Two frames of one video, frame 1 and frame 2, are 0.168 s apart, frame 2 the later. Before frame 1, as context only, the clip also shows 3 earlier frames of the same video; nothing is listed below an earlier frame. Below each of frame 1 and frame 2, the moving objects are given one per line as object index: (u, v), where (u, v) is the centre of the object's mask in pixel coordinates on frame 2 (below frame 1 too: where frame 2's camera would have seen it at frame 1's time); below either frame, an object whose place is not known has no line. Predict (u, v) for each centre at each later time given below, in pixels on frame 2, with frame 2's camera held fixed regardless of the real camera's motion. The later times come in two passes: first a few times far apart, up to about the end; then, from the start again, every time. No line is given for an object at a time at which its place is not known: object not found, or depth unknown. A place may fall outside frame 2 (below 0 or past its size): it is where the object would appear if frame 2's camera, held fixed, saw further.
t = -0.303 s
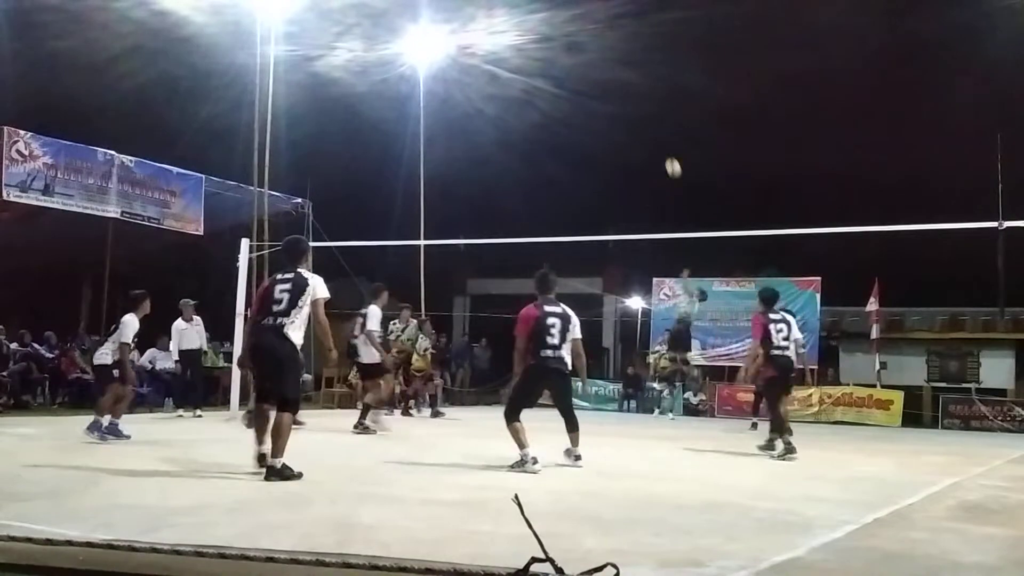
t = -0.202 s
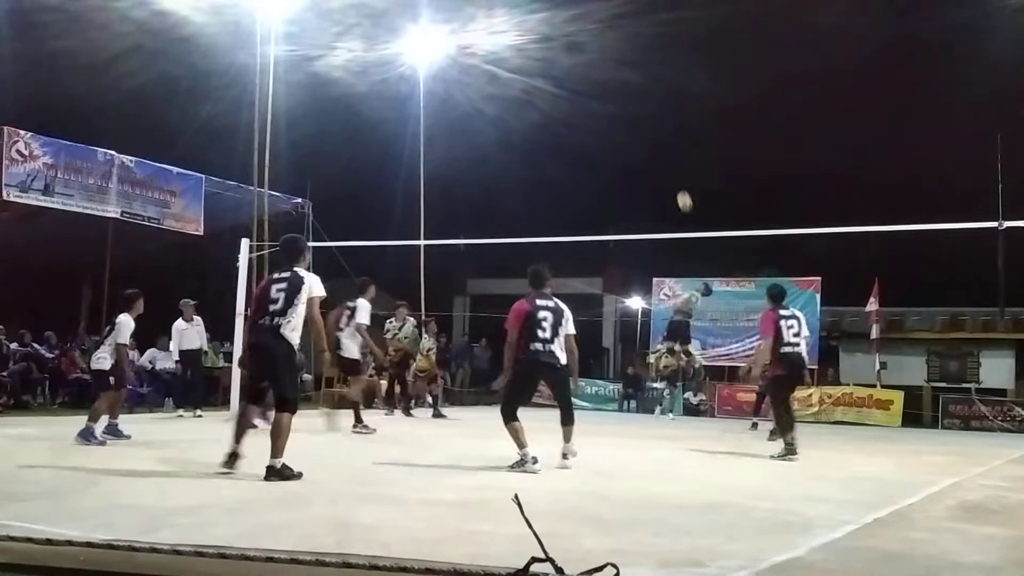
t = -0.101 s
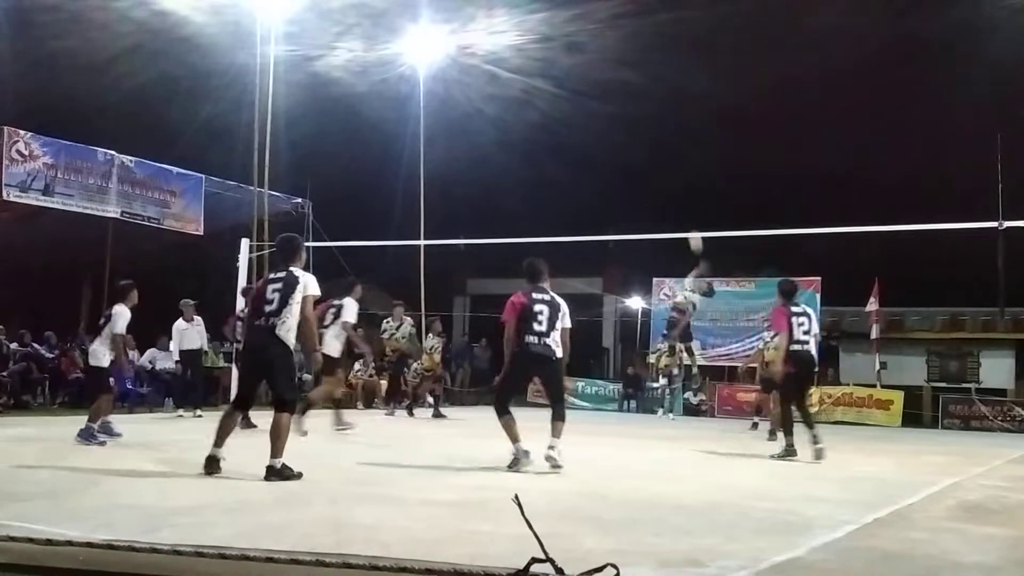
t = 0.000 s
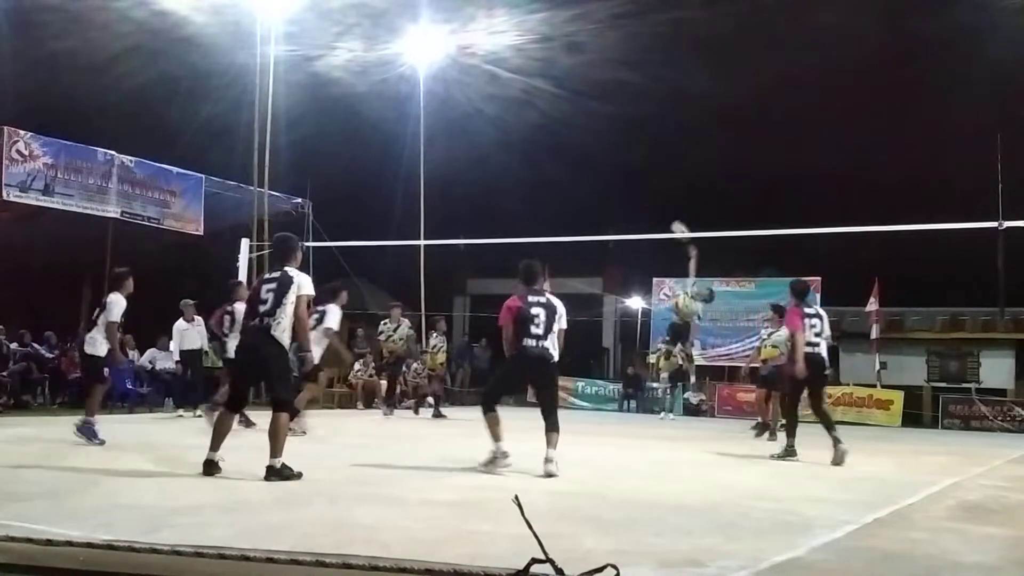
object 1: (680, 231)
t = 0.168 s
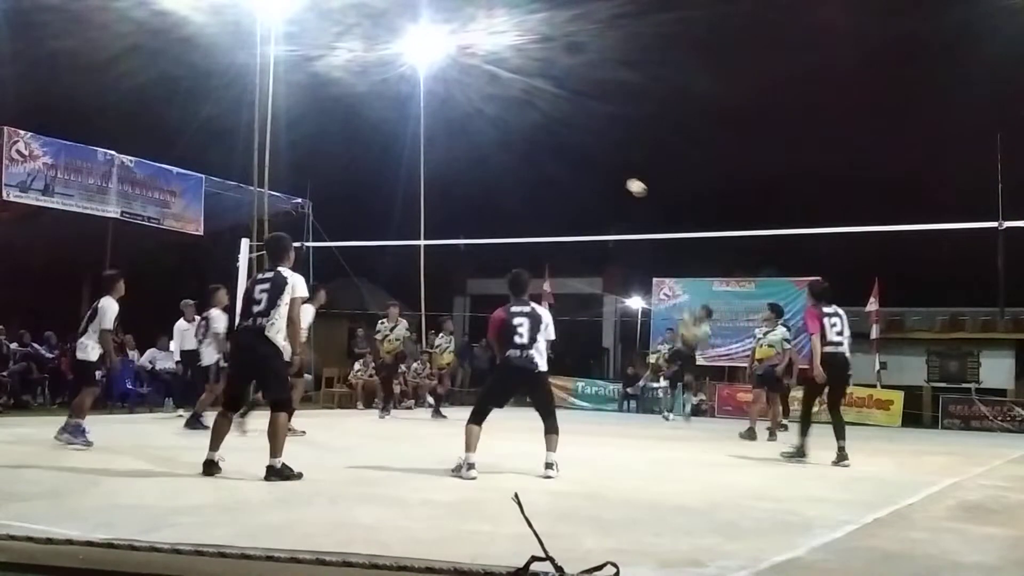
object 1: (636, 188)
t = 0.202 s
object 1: (627, 181)
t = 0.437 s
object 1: (552, 154)
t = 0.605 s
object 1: (489, 161)
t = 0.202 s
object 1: (627, 181)
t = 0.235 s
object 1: (617, 175)
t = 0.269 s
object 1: (607, 169)
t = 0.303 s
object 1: (597, 165)
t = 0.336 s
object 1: (586, 161)
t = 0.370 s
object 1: (575, 158)
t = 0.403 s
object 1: (564, 155)
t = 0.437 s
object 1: (552, 154)
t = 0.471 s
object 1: (540, 153)
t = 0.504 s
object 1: (528, 154)
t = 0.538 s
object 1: (515, 155)
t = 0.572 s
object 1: (503, 157)
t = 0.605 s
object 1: (489, 161)
